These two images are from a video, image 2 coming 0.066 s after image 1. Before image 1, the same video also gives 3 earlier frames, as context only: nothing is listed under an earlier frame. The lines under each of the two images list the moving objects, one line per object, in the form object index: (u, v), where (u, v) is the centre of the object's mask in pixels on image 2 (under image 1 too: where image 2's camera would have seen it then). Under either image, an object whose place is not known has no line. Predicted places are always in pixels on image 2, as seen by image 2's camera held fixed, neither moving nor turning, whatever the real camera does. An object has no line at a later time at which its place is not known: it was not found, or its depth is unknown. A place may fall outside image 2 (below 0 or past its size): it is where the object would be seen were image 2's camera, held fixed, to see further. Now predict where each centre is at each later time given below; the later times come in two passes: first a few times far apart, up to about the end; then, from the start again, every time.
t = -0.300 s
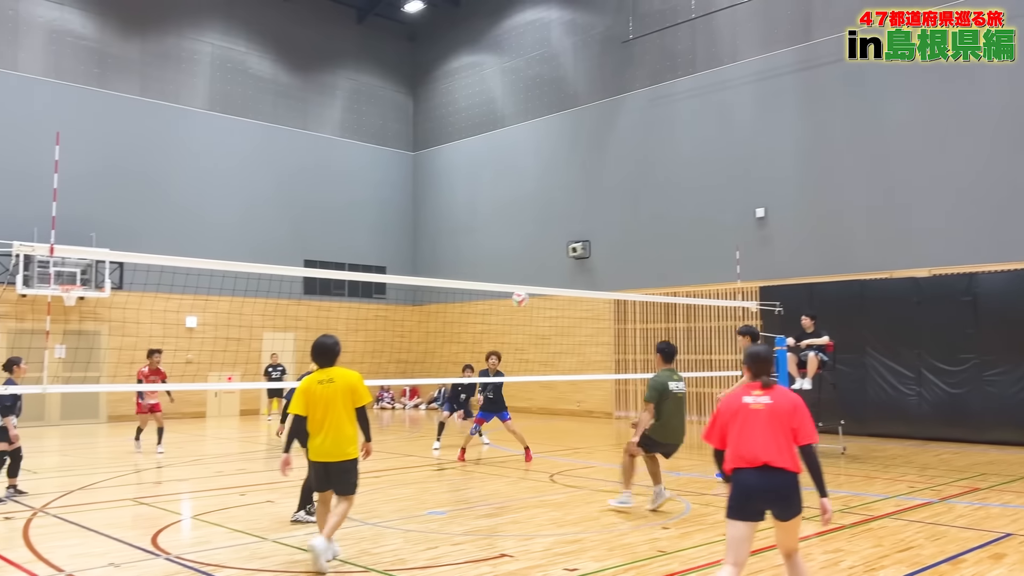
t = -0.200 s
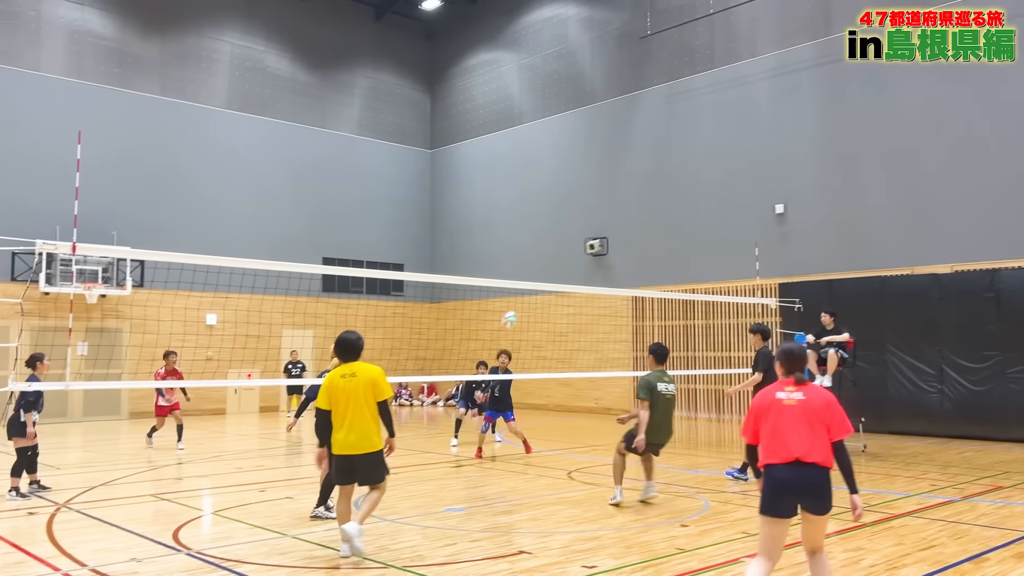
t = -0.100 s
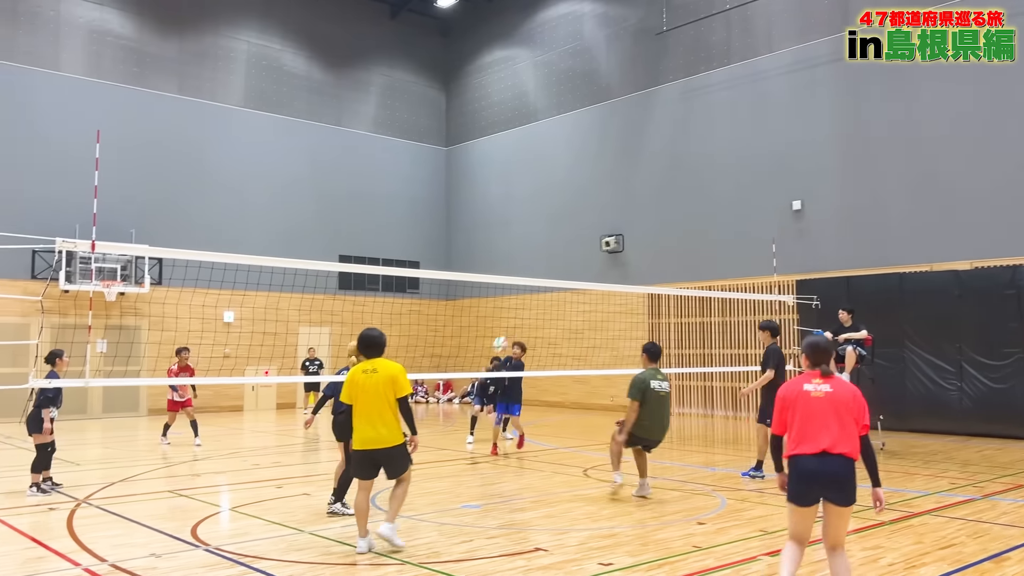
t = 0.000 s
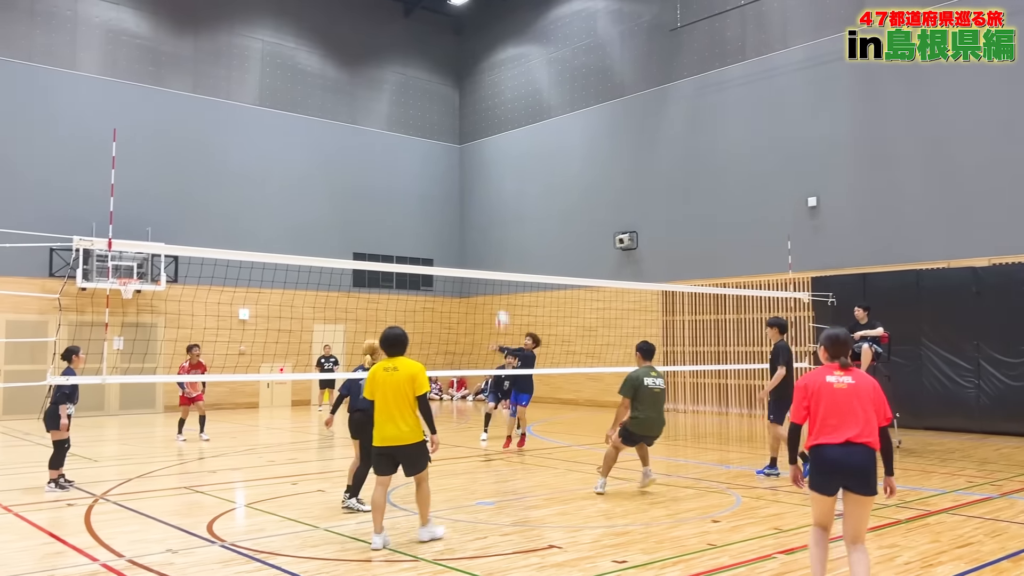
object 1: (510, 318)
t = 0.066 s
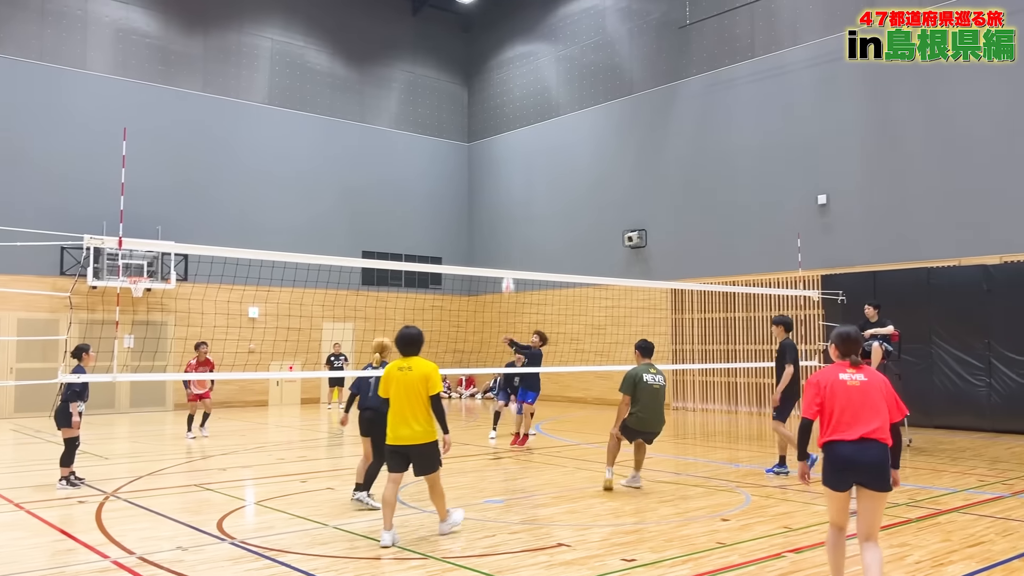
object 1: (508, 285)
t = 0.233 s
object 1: (502, 219)
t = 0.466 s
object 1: (491, 156)
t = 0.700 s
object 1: (480, 130)
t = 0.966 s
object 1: (465, 148)
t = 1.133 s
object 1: (455, 185)
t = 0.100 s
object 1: (507, 266)
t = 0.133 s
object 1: (505, 257)
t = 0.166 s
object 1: (504, 244)
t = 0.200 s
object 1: (503, 231)
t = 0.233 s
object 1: (502, 219)
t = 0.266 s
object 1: (501, 208)
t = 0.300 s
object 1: (499, 197)
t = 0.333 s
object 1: (498, 188)
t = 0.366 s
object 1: (497, 178)
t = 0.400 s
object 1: (494, 170)
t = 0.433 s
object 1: (493, 163)
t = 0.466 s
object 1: (491, 156)
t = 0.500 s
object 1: (490, 150)
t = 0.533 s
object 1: (488, 145)
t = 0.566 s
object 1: (486, 140)
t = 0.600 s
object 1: (485, 137)
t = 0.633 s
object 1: (483, 134)
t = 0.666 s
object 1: (481, 132)
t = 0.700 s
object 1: (480, 130)
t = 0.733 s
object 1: (478, 130)
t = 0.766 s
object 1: (476, 130)
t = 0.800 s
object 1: (474, 131)
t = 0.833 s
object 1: (473, 133)
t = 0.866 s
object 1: (471, 135)
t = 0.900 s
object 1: (469, 139)
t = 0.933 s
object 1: (467, 143)
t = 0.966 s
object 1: (465, 148)
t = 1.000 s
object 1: (463, 153)
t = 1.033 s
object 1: (461, 160)
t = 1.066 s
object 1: (459, 167)
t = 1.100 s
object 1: (457, 175)
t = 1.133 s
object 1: (455, 185)
